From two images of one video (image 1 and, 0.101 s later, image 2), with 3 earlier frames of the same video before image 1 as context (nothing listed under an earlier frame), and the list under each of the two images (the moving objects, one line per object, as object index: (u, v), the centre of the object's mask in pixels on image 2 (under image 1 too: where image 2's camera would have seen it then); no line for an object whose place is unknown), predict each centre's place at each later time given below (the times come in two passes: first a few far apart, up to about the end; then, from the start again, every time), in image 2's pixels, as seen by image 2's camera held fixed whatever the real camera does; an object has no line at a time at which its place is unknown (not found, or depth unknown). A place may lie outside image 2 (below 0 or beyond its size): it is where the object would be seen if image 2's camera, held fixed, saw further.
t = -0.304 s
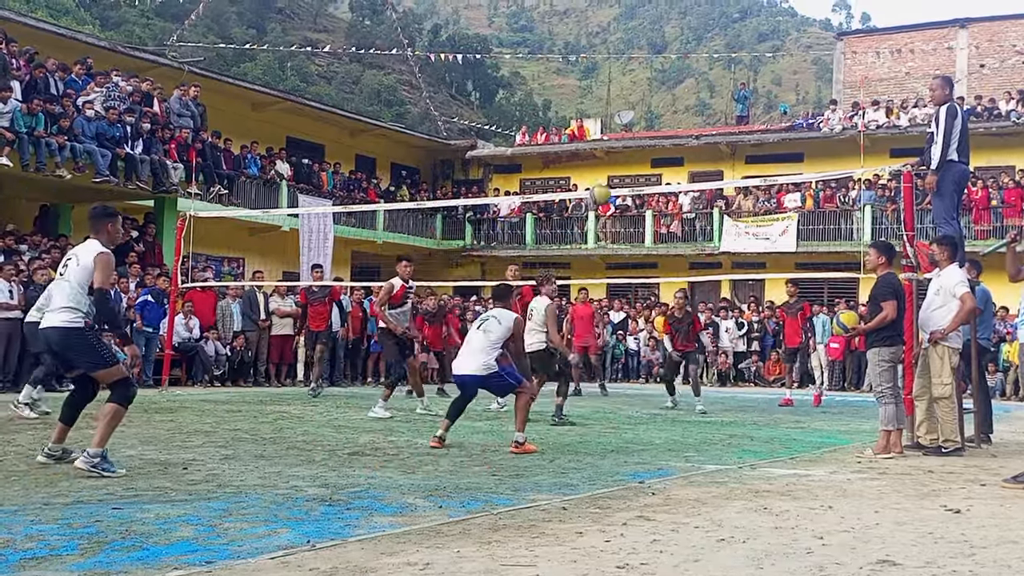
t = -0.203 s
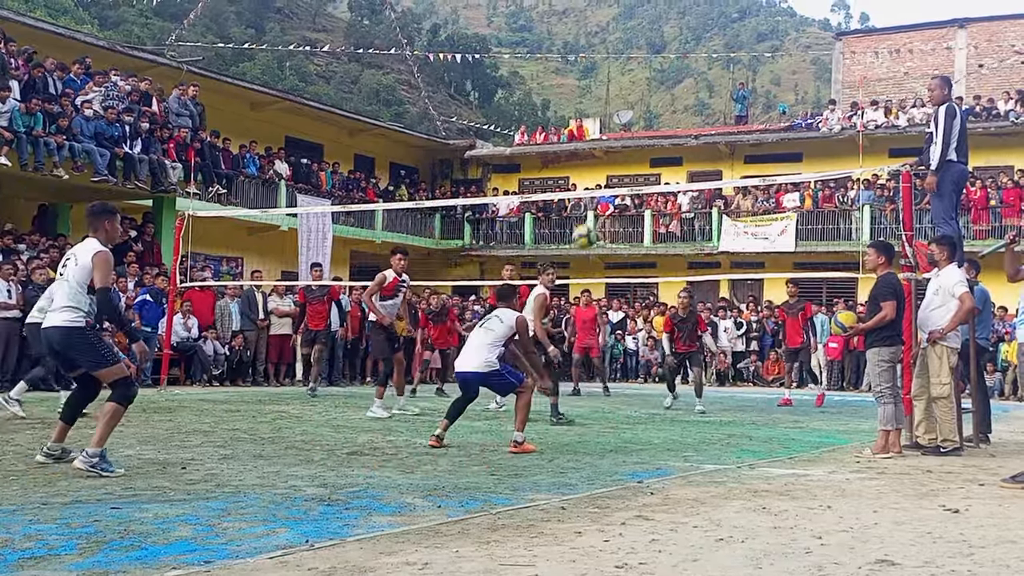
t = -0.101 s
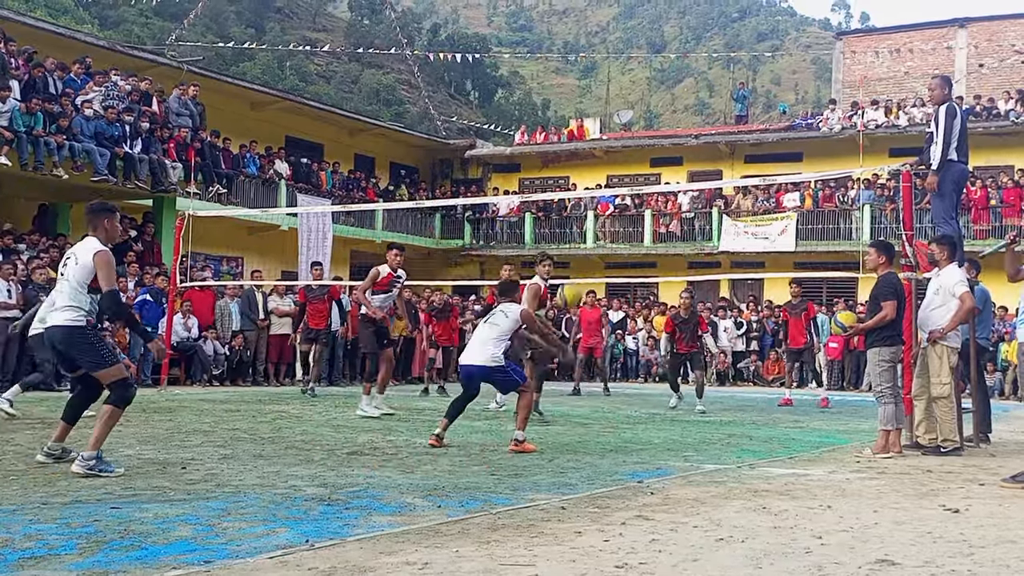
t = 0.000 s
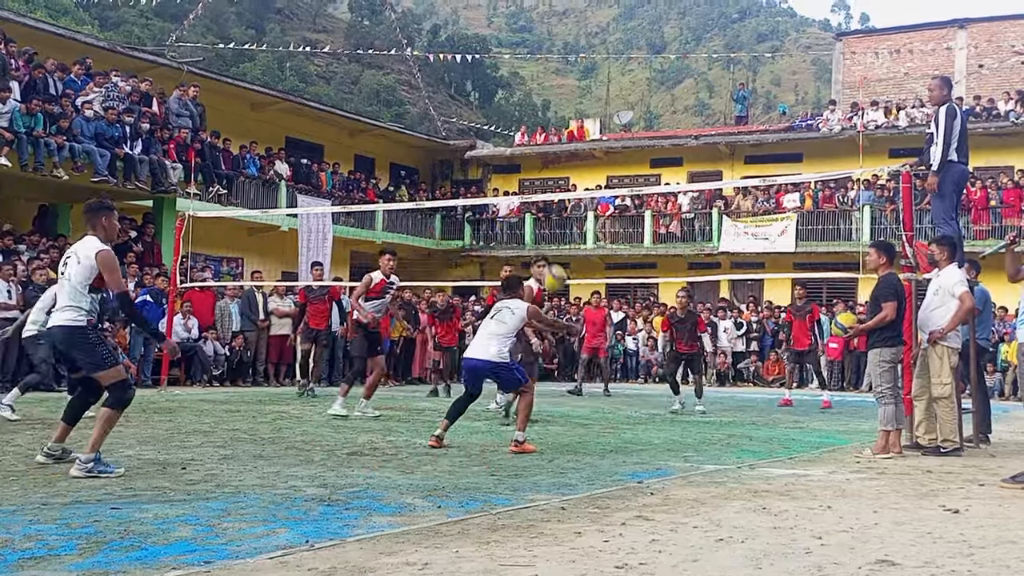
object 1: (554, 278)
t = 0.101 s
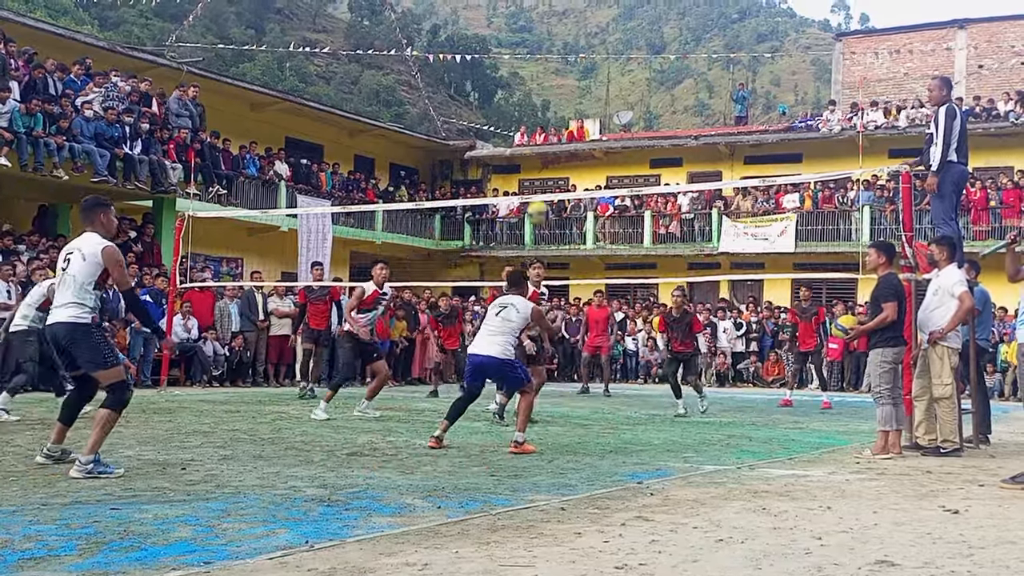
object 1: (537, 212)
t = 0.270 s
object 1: (513, 135)
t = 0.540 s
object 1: (474, 87)
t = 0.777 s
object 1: (441, 107)
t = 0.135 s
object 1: (533, 193)
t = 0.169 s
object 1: (528, 177)
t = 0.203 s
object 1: (524, 162)
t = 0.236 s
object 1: (518, 146)
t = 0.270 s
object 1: (513, 135)
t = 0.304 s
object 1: (508, 125)
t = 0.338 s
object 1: (504, 115)
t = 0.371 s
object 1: (500, 108)
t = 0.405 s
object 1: (493, 100)
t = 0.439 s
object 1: (490, 94)
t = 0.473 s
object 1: (483, 90)
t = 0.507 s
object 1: (479, 87)
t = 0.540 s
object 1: (474, 87)
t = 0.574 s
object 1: (470, 86)
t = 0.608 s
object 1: (466, 88)
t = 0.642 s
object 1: (462, 90)
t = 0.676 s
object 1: (456, 92)
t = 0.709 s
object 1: (452, 97)
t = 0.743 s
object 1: (447, 101)
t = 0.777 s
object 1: (441, 107)
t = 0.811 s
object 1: (438, 116)
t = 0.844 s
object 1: (434, 124)
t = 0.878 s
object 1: (429, 135)
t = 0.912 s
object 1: (425, 146)
